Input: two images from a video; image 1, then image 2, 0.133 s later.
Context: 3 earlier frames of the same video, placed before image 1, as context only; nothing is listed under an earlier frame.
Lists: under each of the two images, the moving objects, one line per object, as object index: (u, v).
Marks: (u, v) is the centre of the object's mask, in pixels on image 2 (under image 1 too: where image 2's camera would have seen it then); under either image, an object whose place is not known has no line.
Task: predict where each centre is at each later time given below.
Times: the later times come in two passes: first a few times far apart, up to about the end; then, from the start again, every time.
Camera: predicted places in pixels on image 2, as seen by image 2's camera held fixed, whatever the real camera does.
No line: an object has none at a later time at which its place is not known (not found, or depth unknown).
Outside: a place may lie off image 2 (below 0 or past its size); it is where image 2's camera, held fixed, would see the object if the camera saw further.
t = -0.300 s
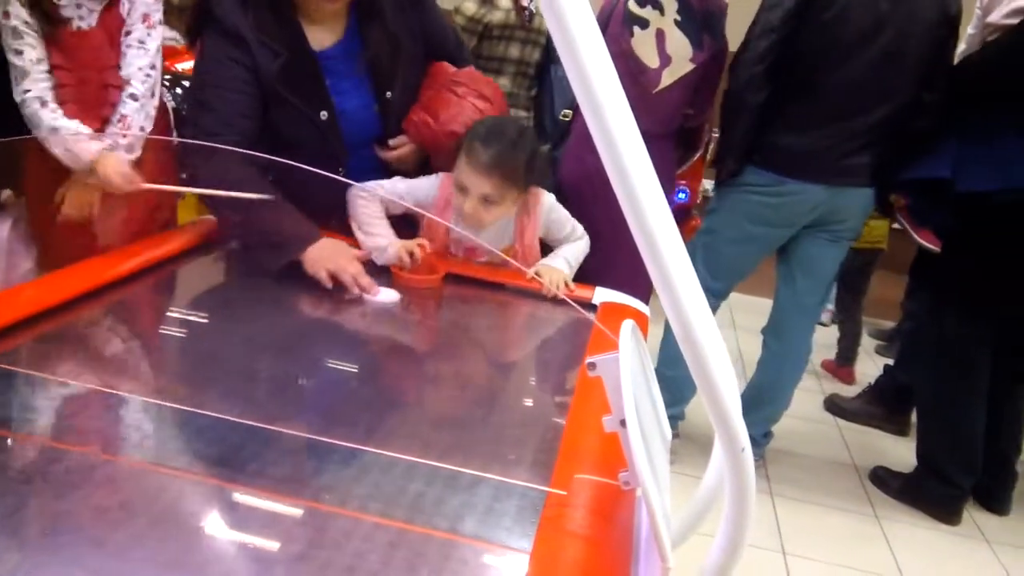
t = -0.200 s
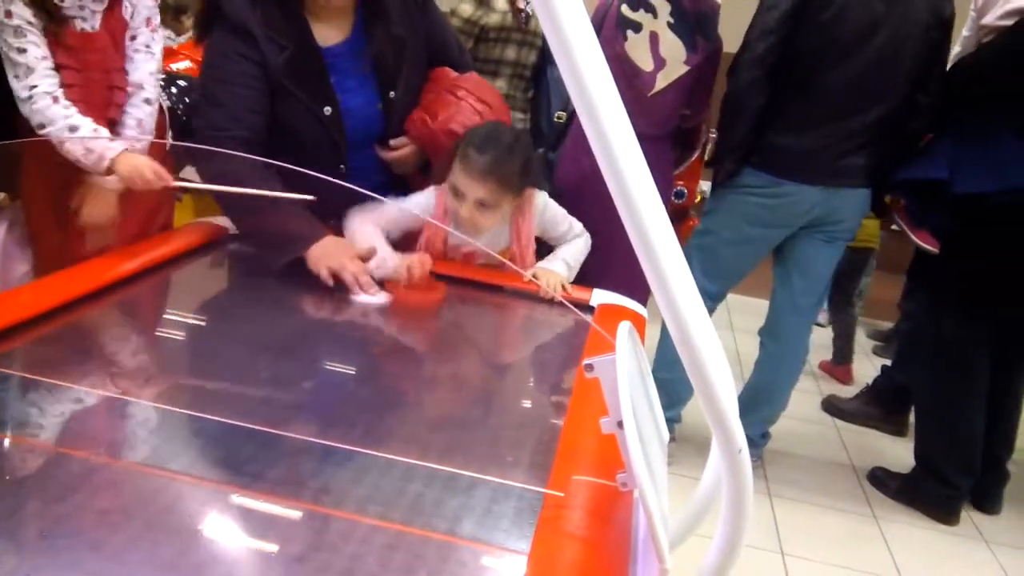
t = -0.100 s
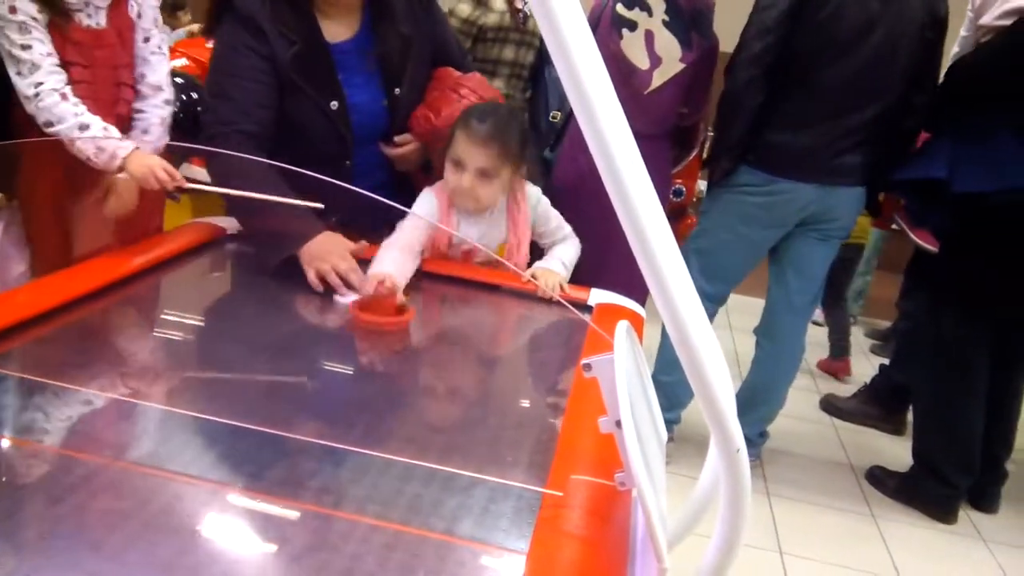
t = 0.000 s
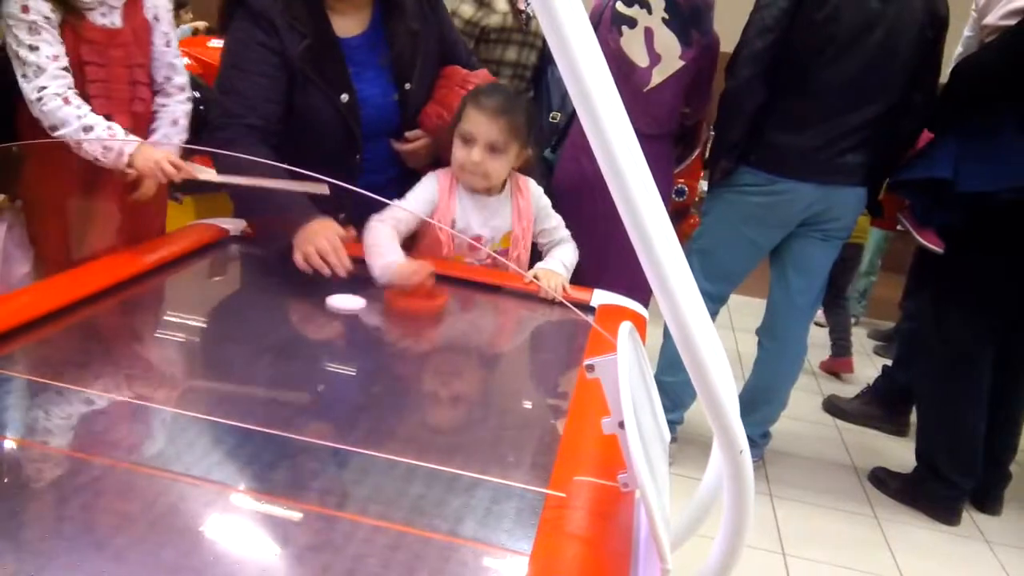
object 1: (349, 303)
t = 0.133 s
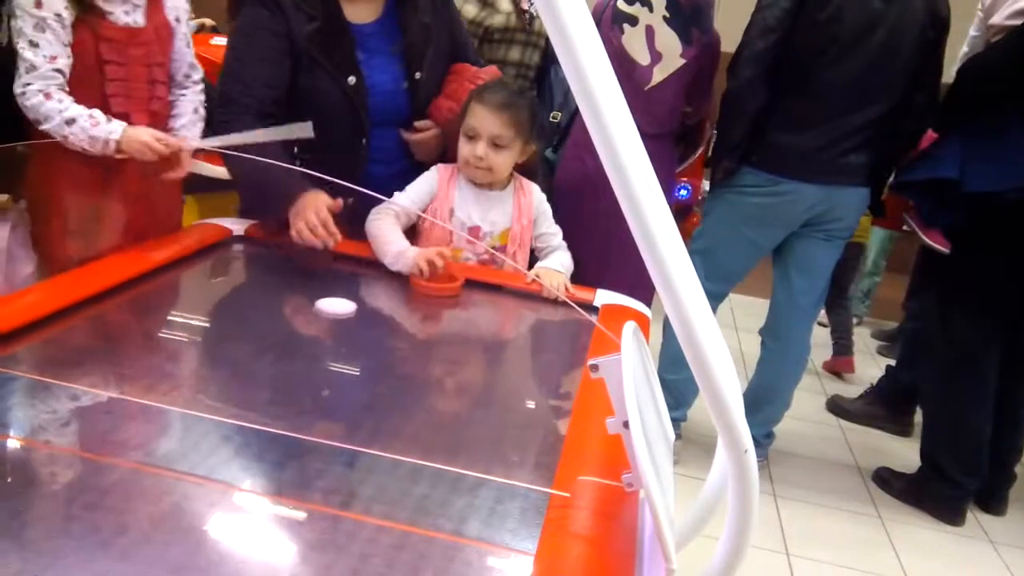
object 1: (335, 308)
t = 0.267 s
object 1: (322, 312)
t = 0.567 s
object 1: (296, 323)
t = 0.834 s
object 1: (275, 334)
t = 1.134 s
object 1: (257, 347)
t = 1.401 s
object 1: (246, 359)
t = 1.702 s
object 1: (242, 374)
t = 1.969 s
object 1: (243, 387)
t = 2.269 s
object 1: (254, 401)
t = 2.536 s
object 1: (272, 415)
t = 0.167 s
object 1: (332, 309)
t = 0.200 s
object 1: (329, 310)
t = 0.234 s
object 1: (326, 311)
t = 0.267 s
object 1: (322, 312)
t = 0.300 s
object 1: (319, 313)
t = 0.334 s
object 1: (317, 314)
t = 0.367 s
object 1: (313, 315)
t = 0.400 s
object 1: (310, 317)
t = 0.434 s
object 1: (307, 318)
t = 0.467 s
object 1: (304, 319)
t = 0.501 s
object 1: (301, 320)
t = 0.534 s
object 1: (299, 322)
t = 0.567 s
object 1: (296, 323)
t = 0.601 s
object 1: (293, 324)
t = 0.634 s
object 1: (290, 326)
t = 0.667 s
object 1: (287, 327)
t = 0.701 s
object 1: (285, 328)
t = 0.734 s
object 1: (282, 330)
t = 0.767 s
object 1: (280, 331)
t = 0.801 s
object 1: (278, 332)
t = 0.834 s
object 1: (275, 334)
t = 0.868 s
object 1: (273, 335)
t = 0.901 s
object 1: (271, 337)
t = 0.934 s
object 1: (269, 338)
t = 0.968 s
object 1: (267, 340)
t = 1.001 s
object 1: (265, 341)
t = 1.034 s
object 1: (262, 343)
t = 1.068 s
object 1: (260, 344)
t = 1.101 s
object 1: (259, 345)
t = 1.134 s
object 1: (257, 347)
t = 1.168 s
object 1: (255, 349)
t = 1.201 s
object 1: (254, 350)
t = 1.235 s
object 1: (252, 352)
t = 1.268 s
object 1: (251, 353)
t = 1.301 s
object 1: (250, 355)
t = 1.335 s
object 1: (249, 356)
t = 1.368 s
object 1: (247, 358)
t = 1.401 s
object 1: (246, 359)
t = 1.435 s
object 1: (246, 361)
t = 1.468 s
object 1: (245, 363)
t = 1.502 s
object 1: (244, 364)
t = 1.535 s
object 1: (243, 366)
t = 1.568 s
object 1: (243, 367)
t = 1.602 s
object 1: (242, 369)
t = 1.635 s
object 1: (242, 371)
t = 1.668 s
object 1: (242, 372)
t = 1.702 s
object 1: (242, 374)
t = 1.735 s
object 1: (242, 375)
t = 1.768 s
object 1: (242, 377)
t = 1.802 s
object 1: (242, 379)
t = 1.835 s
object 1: (242, 380)
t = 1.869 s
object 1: (242, 382)
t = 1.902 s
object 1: (243, 384)
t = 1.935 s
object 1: (243, 386)
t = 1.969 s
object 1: (243, 387)
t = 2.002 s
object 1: (244, 389)
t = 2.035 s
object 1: (245, 390)
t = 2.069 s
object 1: (246, 392)
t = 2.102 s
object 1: (247, 394)
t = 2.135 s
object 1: (248, 396)
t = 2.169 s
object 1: (249, 397)
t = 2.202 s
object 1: (250, 399)
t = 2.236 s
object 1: (252, 400)
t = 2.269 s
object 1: (254, 401)
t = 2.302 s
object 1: (256, 403)
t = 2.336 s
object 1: (258, 404)
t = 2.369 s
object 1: (260, 406)
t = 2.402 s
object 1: (262, 408)
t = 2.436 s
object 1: (264, 410)
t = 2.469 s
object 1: (267, 411)
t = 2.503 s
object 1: (269, 413)
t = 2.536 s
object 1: (272, 415)
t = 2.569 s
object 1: (274, 417)
